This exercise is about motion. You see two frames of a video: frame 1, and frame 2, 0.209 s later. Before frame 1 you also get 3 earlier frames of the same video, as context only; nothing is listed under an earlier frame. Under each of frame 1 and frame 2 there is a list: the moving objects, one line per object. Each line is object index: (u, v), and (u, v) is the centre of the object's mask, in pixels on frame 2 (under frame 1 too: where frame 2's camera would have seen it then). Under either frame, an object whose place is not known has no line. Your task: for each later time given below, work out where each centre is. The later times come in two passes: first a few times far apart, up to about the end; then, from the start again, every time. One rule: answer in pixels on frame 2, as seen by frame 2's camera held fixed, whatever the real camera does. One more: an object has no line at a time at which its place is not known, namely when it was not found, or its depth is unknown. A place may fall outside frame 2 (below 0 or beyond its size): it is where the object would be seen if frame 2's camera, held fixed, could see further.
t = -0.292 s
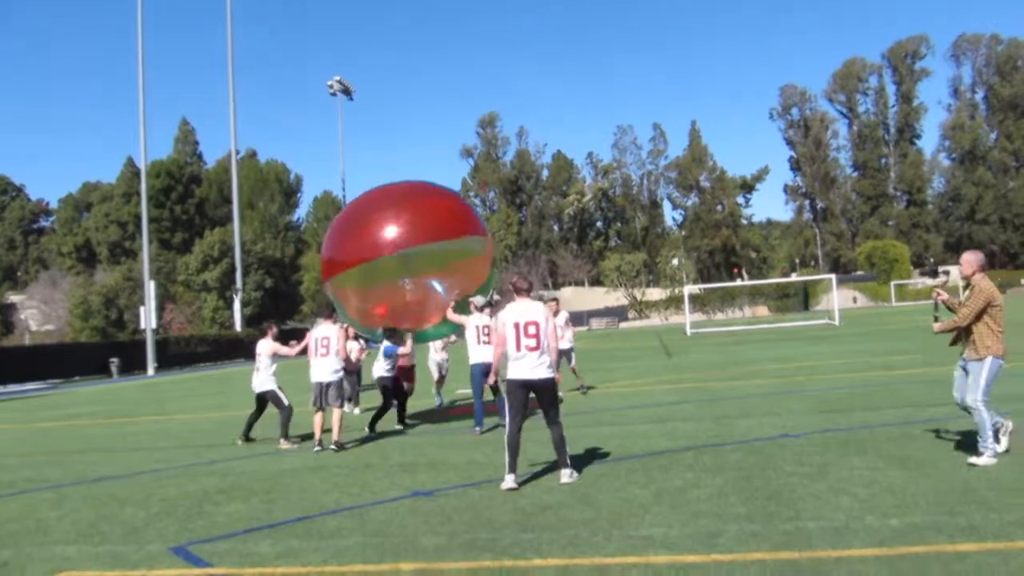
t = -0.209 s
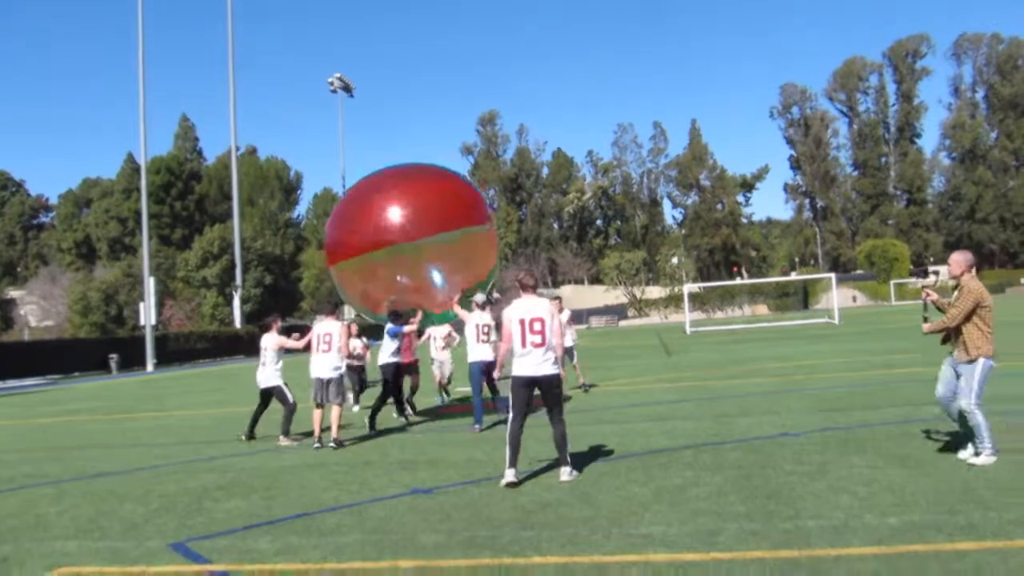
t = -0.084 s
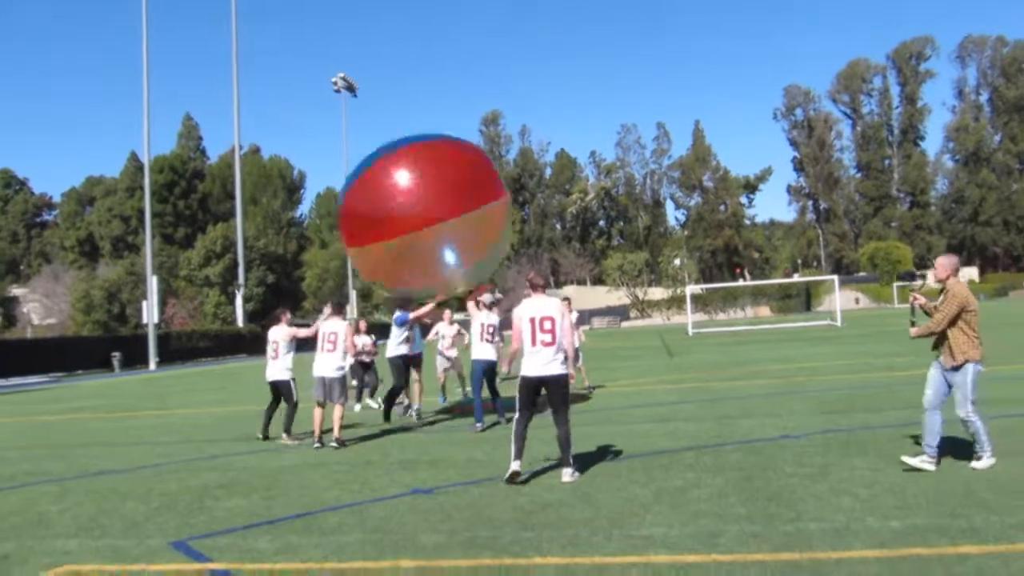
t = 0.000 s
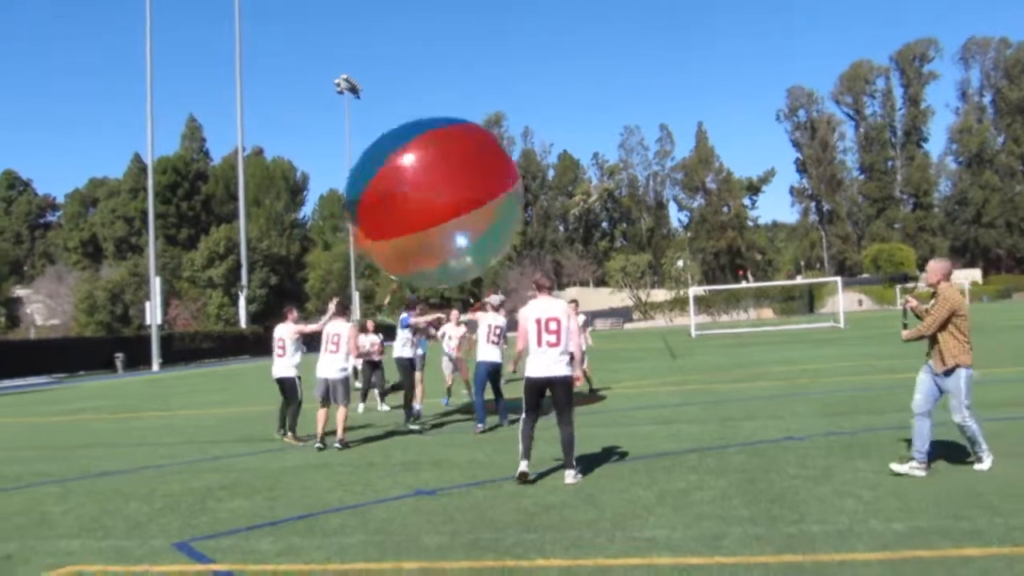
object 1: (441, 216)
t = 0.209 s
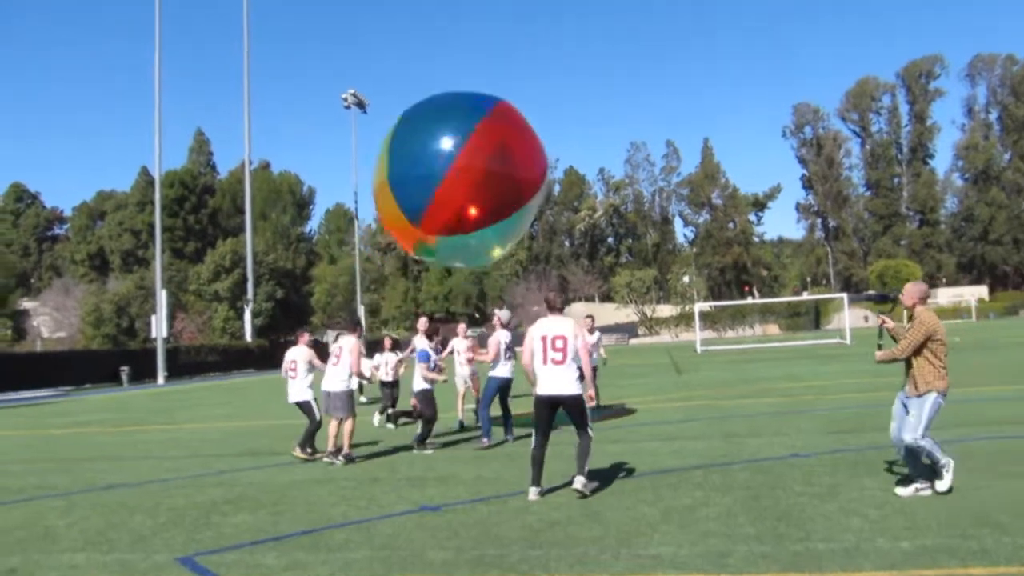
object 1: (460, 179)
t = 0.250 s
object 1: (464, 172)
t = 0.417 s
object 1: (480, 148)
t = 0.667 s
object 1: (506, 122)
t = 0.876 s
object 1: (527, 112)
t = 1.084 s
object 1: (551, 110)
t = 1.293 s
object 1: (574, 116)
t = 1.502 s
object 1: (598, 132)
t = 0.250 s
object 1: (464, 172)
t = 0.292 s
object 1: (468, 166)
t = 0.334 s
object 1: (472, 160)
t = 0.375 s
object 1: (476, 154)
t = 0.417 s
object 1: (480, 148)
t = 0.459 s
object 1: (484, 143)
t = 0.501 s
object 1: (488, 138)
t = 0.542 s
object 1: (492, 133)
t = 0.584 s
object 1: (497, 129)
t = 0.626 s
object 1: (501, 126)
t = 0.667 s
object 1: (506, 122)
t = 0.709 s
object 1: (510, 120)
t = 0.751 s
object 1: (515, 117)
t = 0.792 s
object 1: (518, 115)
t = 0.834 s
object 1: (523, 114)
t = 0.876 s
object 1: (527, 112)
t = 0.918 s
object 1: (533, 111)
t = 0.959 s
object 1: (537, 111)
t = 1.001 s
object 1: (542, 110)
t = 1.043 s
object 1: (546, 110)
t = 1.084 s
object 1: (551, 110)
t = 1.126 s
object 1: (555, 110)
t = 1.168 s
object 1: (560, 110)
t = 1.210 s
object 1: (565, 112)
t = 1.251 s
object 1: (570, 114)
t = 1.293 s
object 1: (574, 116)
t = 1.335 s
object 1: (579, 119)
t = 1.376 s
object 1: (584, 121)
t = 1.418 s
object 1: (589, 125)
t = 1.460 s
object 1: (593, 128)
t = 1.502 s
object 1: (598, 132)
